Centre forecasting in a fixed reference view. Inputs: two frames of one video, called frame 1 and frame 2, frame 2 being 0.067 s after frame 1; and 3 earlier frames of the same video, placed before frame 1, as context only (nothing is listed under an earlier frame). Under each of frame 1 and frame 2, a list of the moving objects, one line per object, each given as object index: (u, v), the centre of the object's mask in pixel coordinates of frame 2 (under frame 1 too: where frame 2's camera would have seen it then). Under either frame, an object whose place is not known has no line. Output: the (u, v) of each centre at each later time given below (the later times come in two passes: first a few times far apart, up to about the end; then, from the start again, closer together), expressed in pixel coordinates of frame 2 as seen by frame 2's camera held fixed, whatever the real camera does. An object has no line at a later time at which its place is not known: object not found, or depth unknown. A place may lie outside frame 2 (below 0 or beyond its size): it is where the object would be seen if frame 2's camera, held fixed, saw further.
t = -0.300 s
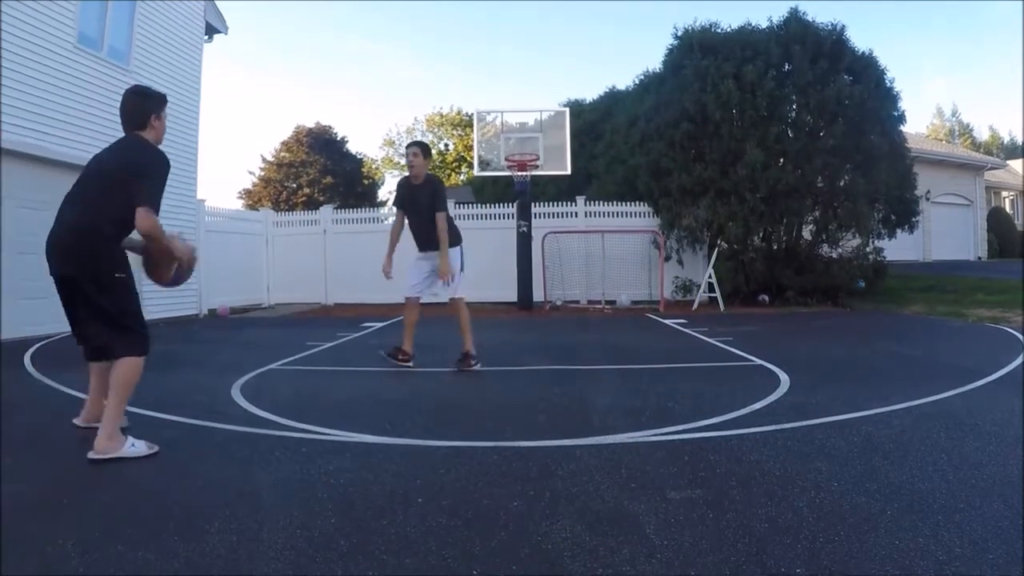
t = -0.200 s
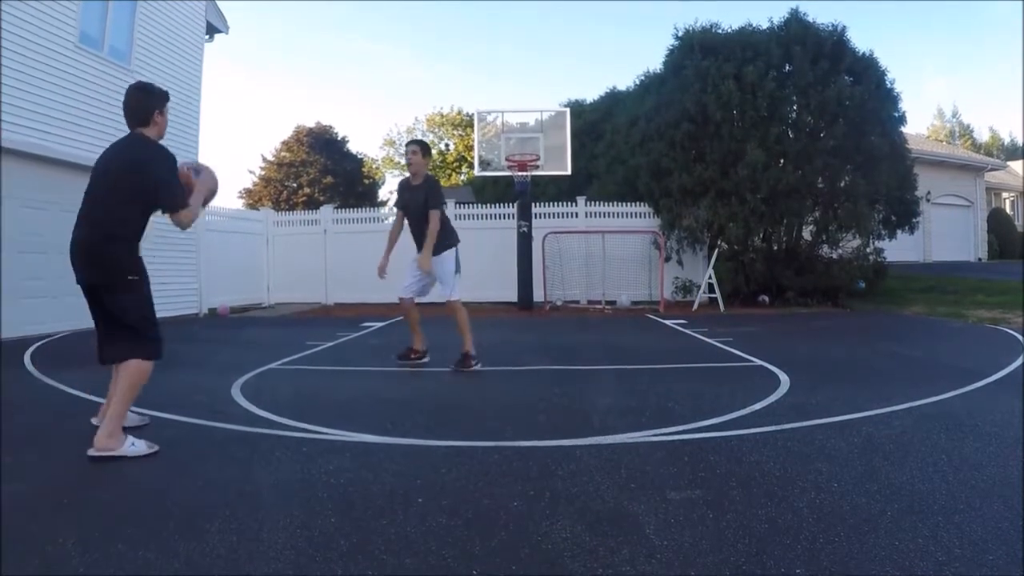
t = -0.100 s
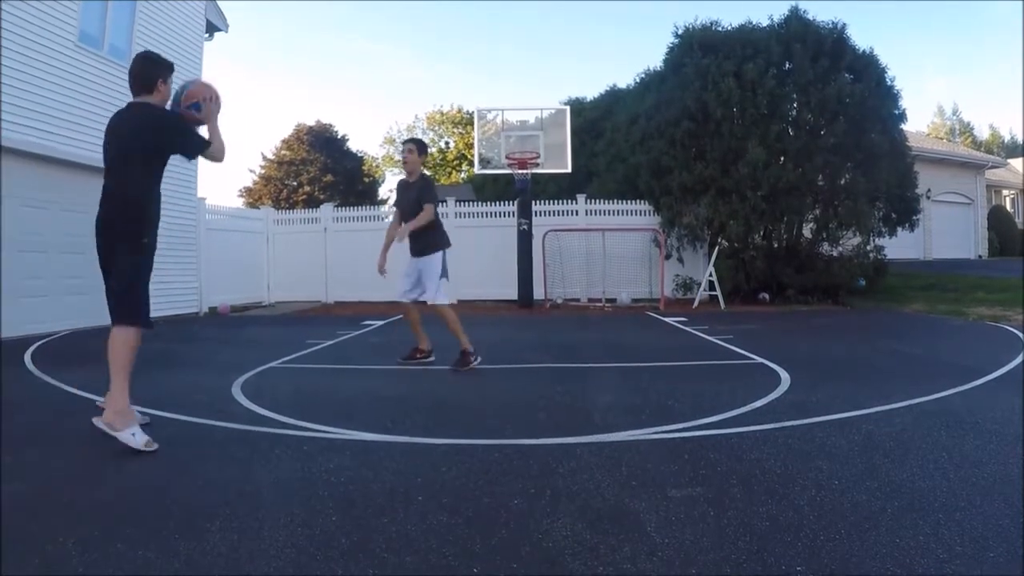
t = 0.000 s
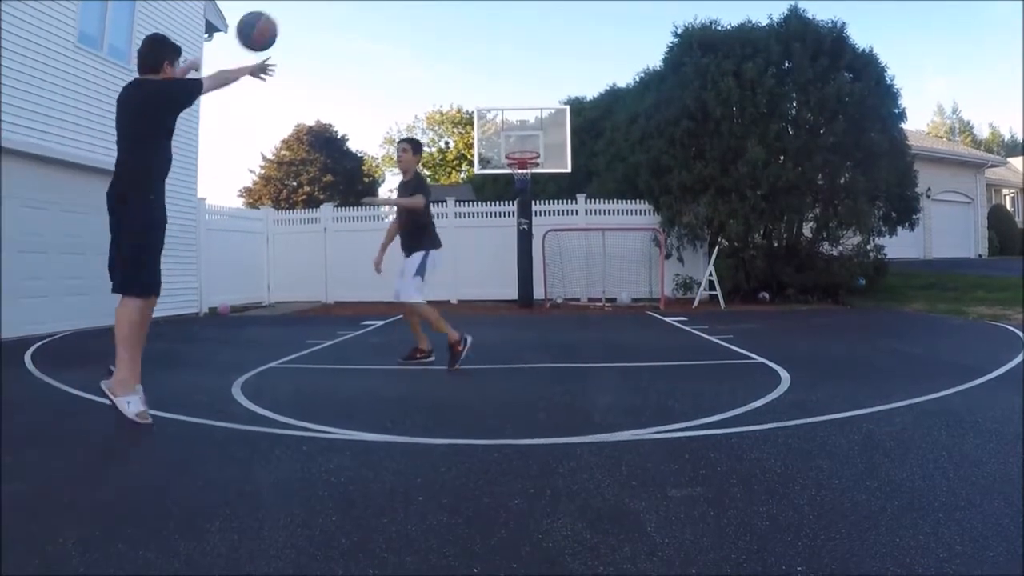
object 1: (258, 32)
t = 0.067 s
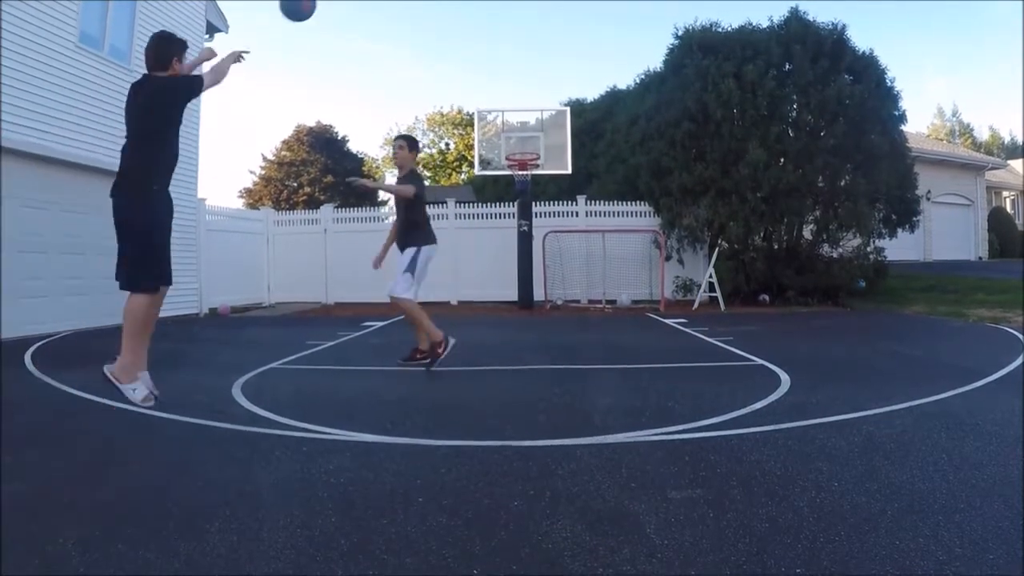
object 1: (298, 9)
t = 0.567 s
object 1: (453, 11)
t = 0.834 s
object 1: (494, 87)
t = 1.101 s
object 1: (536, 146)
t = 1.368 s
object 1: (562, 103)
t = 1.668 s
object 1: (597, 114)
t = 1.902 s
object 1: (628, 177)
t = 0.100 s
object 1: (315, 3)
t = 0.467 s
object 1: (433, 2)
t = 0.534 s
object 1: (447, 6)
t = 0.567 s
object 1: (453, 11)
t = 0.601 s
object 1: (459, 19)
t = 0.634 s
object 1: (465, 28)
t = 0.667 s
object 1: (470, 36)
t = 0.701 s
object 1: (476, 46)
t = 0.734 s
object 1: (480, 56)
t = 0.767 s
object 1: (485, 66)
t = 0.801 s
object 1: (490, 76)
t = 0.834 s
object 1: (494, 87)
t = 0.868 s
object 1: (498, 99)
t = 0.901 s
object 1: (502, 111)
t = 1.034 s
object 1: (520, 153)
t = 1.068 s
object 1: (530, 149)
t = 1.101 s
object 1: (536, 146)
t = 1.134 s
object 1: (540, 138)
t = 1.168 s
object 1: (542, 130)
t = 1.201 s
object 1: (546, 124)
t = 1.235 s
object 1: (548, 119)
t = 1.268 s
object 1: (552, 113)
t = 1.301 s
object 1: (555, 109)
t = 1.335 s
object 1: (558, 106)
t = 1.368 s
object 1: (562, 103)
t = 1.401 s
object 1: (565, 101)
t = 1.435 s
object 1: (568, 99)
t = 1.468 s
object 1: (572, 99)
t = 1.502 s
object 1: (576, 98)
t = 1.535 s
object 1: (580, 100)
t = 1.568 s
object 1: (583, 102)
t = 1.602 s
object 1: (587, 104)
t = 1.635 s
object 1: (592, 109)
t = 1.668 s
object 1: (597, 114)
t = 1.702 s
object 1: (600, 119)
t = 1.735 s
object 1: (605, 126)
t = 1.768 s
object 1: (609, 133)
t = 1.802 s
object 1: (614, 142)
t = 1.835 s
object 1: (619, 153)
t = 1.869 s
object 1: (623, 164)
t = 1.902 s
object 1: (628, 177)
